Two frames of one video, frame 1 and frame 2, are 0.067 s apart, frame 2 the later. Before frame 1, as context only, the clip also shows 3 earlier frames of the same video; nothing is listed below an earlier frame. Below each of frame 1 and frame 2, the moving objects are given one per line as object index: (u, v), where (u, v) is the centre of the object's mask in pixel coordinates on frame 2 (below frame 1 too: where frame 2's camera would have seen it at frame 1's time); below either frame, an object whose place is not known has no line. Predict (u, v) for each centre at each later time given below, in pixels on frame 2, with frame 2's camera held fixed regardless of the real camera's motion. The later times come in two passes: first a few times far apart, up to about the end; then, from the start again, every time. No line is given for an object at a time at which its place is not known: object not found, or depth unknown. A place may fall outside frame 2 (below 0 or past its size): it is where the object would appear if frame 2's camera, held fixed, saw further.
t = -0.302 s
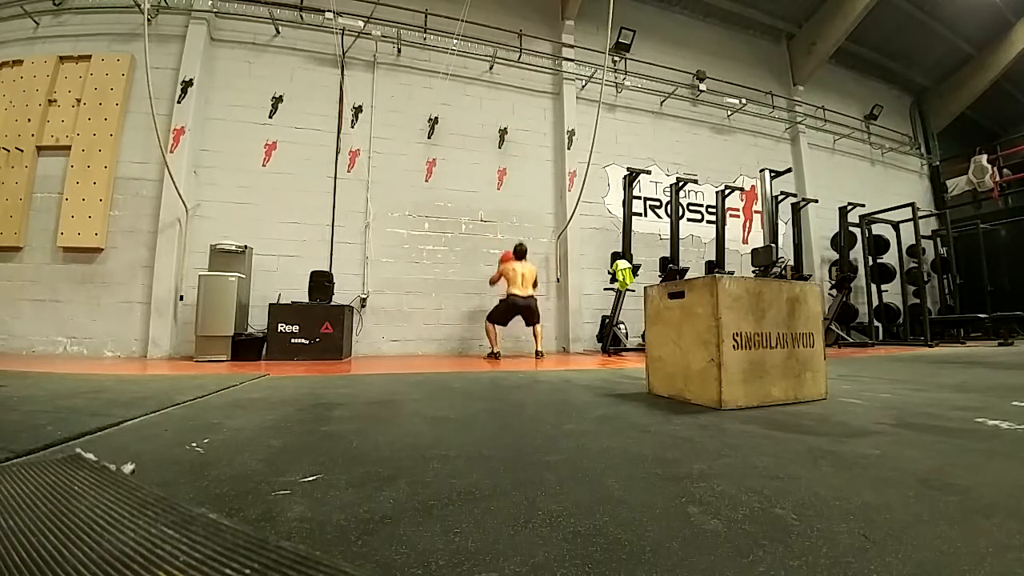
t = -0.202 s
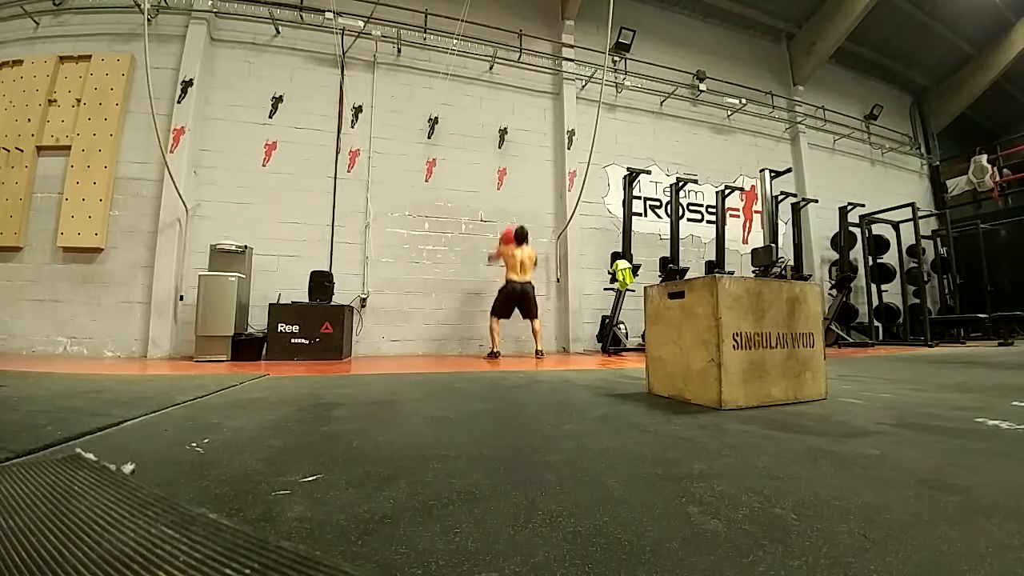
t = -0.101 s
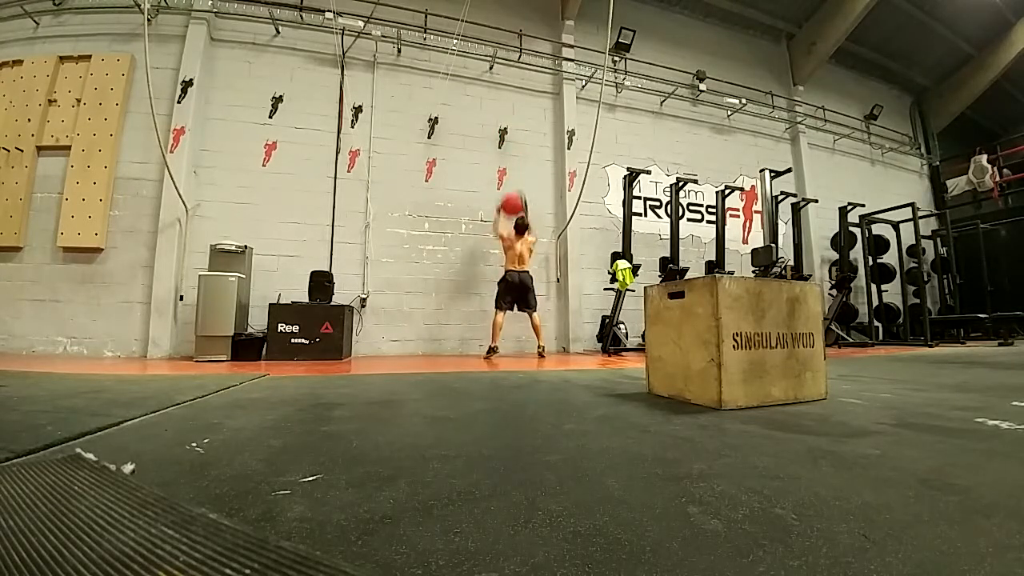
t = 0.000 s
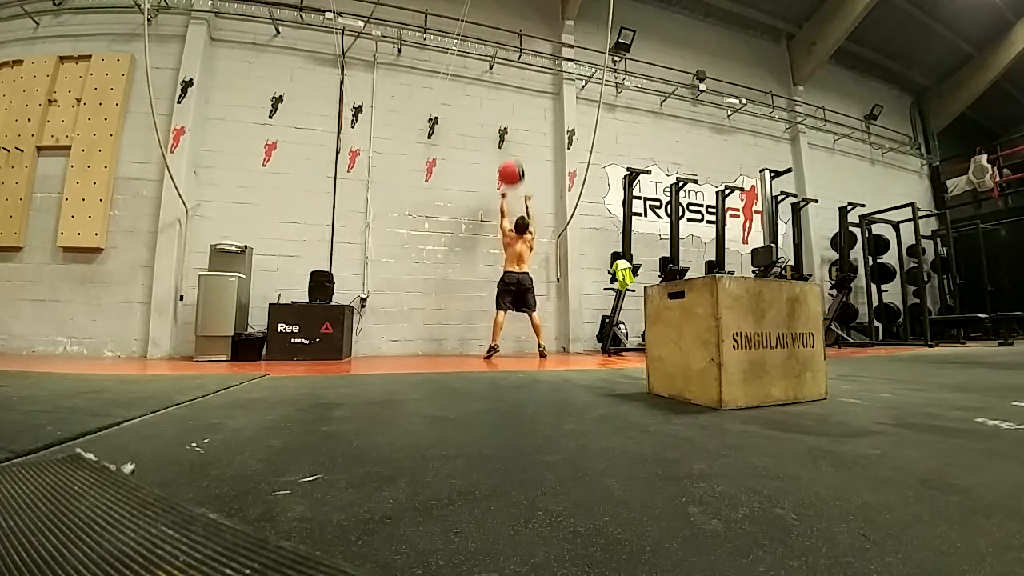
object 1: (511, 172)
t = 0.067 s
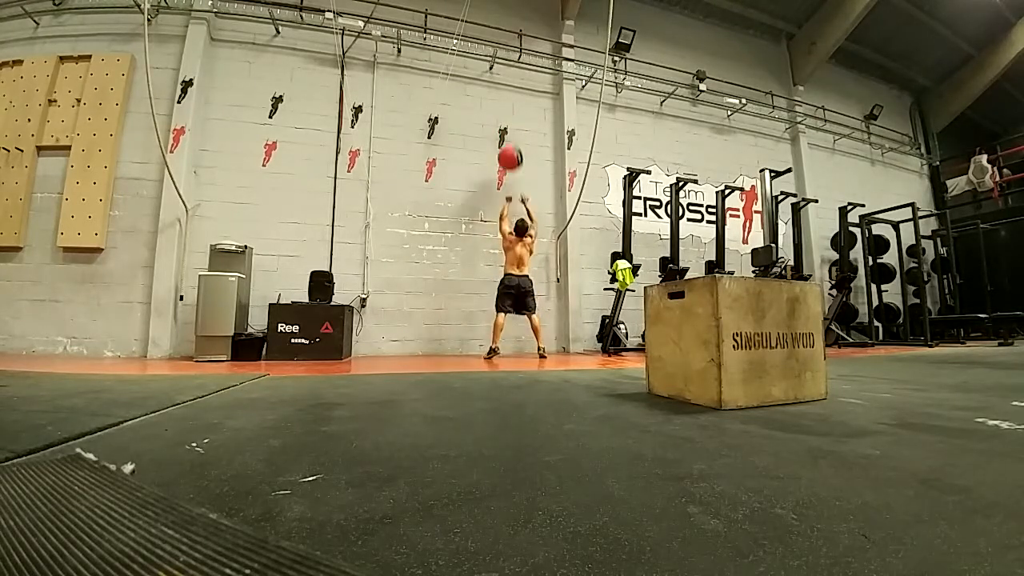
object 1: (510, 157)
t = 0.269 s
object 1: (505, 132)
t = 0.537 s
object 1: (505, 132)
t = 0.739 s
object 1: (506, 161)
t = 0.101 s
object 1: (509, 151)
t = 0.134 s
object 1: (508, 143)
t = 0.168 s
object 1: (508, 140)
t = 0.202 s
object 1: (507, 136)
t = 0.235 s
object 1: (506, 134)
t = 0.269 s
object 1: (505, 132)
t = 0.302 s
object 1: (505, 130)
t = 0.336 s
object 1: (504, 130)
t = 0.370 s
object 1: (504, 129)
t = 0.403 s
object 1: (504, 129)
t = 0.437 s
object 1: (504, 129)
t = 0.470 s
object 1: (504, 130)
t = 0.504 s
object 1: (505, 131)
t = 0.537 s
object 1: (505, 132)
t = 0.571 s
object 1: (505, 134)
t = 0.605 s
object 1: (505, 138)
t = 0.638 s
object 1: (505, 142)
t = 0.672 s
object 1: (506, 148)
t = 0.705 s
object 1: (506, 154)
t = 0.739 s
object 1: (506, 161)
